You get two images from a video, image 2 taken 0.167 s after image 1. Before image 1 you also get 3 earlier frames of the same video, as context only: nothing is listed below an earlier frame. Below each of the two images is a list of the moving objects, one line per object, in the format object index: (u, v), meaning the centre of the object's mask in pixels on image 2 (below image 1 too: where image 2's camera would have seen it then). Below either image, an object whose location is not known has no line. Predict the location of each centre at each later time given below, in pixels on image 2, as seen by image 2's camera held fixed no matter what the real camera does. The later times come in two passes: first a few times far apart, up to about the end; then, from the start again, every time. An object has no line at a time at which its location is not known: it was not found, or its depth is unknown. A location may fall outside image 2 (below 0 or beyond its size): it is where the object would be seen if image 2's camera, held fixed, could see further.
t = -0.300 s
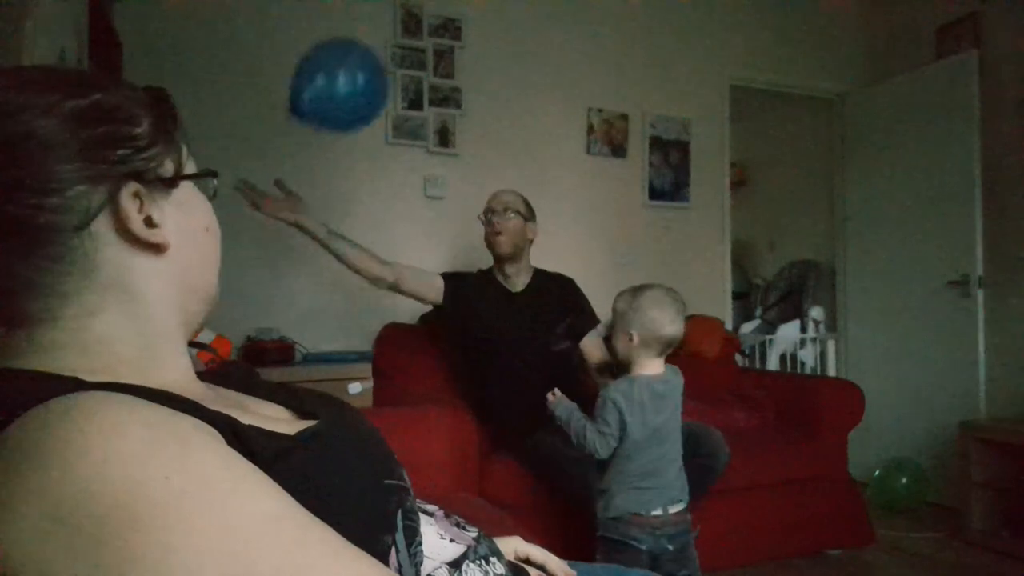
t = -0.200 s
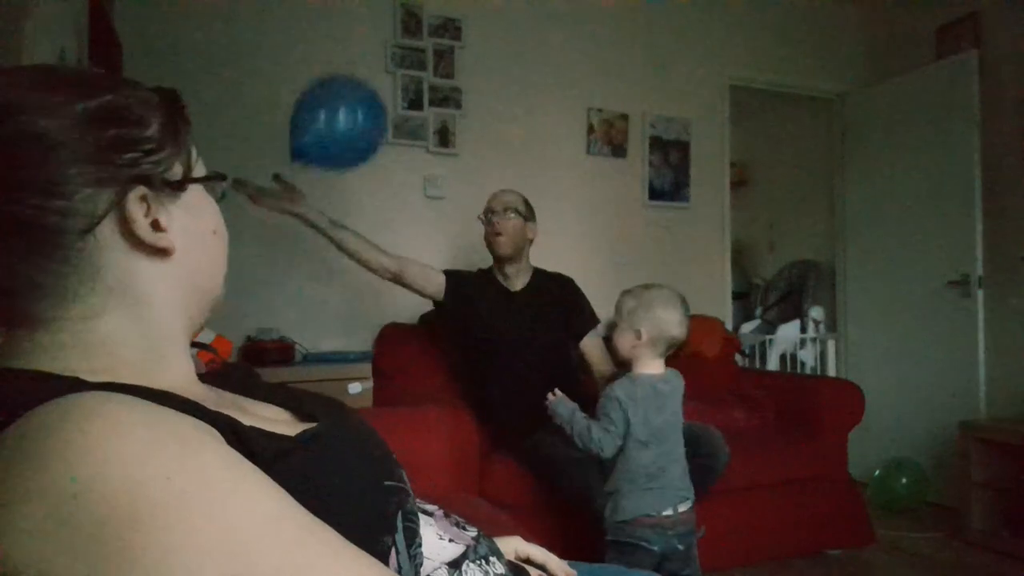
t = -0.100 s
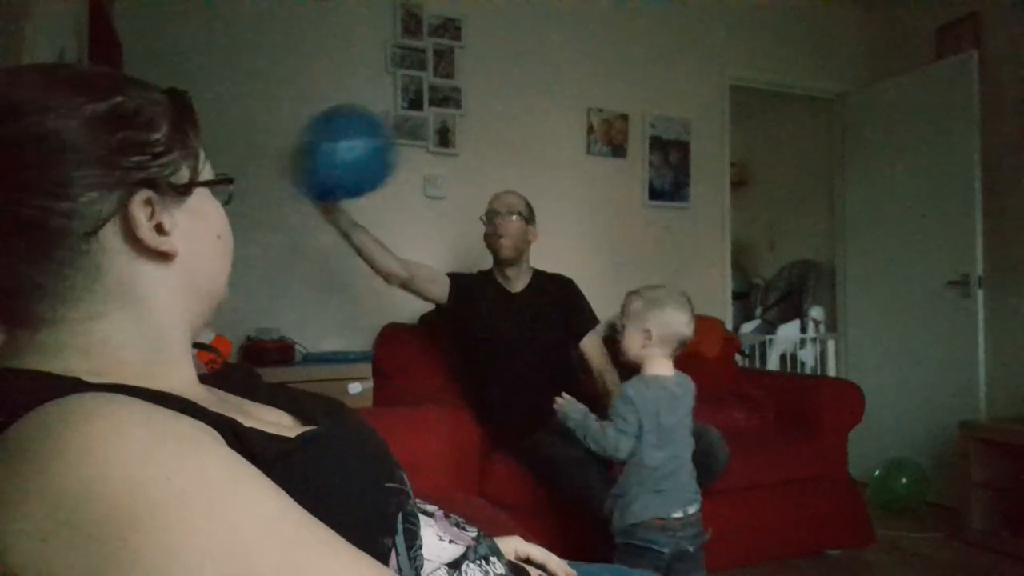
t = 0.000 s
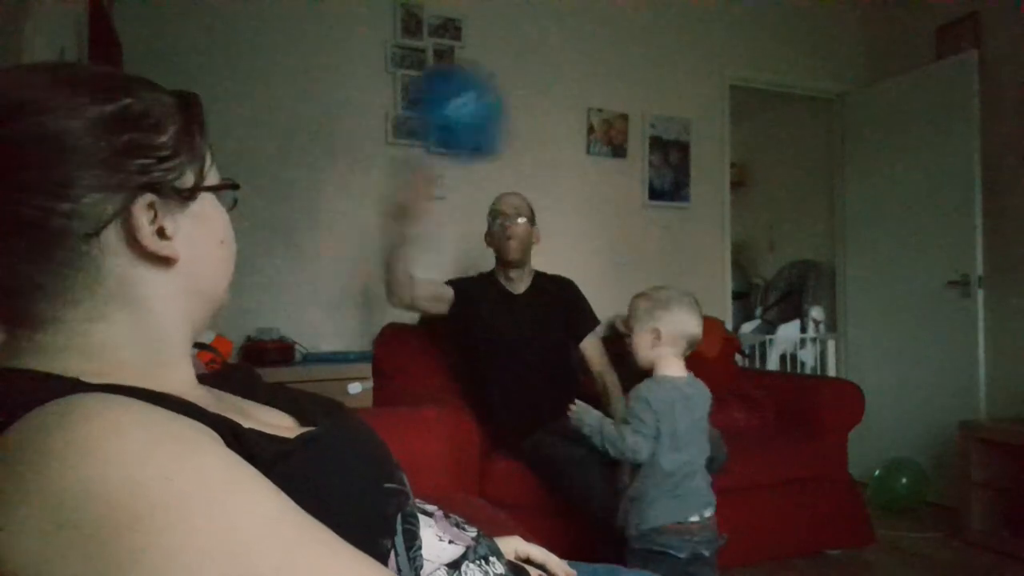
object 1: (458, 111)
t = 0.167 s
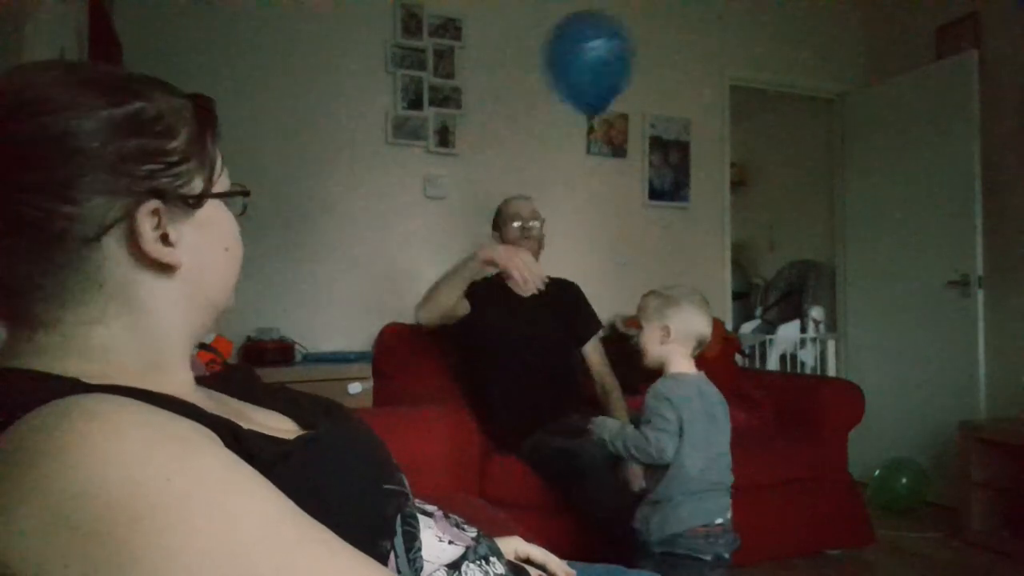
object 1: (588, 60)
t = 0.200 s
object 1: (606, 54)
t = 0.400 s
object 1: (668, 37)
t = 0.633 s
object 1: (701, 35)
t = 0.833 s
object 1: (714, 44)
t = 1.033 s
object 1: (723, 73)
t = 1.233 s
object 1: (731, 110)
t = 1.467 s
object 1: (737, 165)
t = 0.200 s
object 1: (606, 54)
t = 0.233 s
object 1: (621, 49)
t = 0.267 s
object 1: (633, 45)
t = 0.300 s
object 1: (644, 42)
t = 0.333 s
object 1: (653, 40)
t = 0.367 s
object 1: (661, 39)
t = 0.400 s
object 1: (668, 37)
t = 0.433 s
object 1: (674, 36)
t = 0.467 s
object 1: (680, 35)
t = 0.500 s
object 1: (685, 35)
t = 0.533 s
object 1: (689, 34)
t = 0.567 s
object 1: (693, 34)
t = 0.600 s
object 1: (697, 34)
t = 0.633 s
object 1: (701, 35)
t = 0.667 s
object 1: (704, 35)
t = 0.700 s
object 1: (706, 36)
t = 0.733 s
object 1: (709, 36)
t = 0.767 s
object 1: (711, 39)
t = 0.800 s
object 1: (713, 40)
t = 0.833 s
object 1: (714, 44)
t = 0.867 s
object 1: (716, 48)
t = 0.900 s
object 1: (717, 53)
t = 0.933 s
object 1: (718, 57)
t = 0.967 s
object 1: (720, 62)
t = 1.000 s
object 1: (722, 68)
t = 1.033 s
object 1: (723, 73)
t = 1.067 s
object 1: (725, 79)
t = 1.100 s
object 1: (726, 84)
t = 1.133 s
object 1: (727, 89)
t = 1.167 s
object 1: (728, 96)
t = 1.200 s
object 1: (730, 103)
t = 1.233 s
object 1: (731, 110)
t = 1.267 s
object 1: (732, 117)
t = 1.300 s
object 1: (733, 124)
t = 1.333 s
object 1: (735, 132)
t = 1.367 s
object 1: (734, 140)
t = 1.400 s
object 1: (737, 149)
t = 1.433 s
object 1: (737, 157)
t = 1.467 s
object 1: (737, 165)
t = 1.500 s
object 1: (739, 174)
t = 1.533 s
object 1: (741, 183)
